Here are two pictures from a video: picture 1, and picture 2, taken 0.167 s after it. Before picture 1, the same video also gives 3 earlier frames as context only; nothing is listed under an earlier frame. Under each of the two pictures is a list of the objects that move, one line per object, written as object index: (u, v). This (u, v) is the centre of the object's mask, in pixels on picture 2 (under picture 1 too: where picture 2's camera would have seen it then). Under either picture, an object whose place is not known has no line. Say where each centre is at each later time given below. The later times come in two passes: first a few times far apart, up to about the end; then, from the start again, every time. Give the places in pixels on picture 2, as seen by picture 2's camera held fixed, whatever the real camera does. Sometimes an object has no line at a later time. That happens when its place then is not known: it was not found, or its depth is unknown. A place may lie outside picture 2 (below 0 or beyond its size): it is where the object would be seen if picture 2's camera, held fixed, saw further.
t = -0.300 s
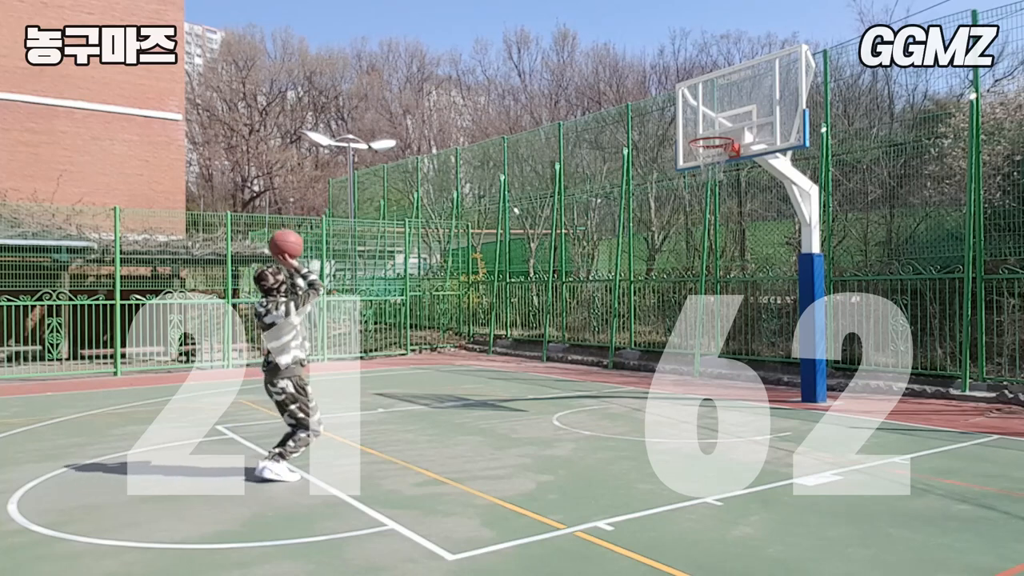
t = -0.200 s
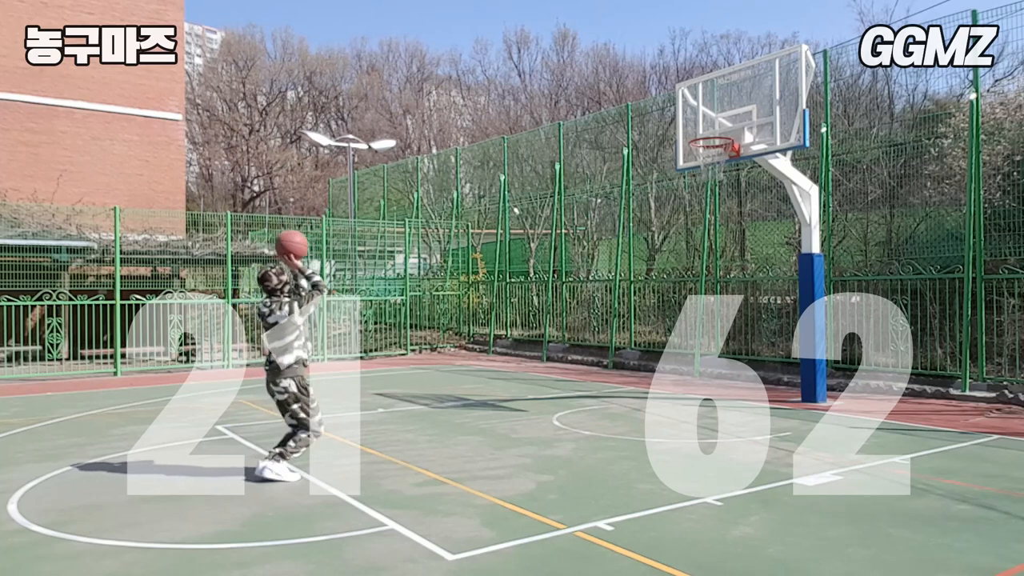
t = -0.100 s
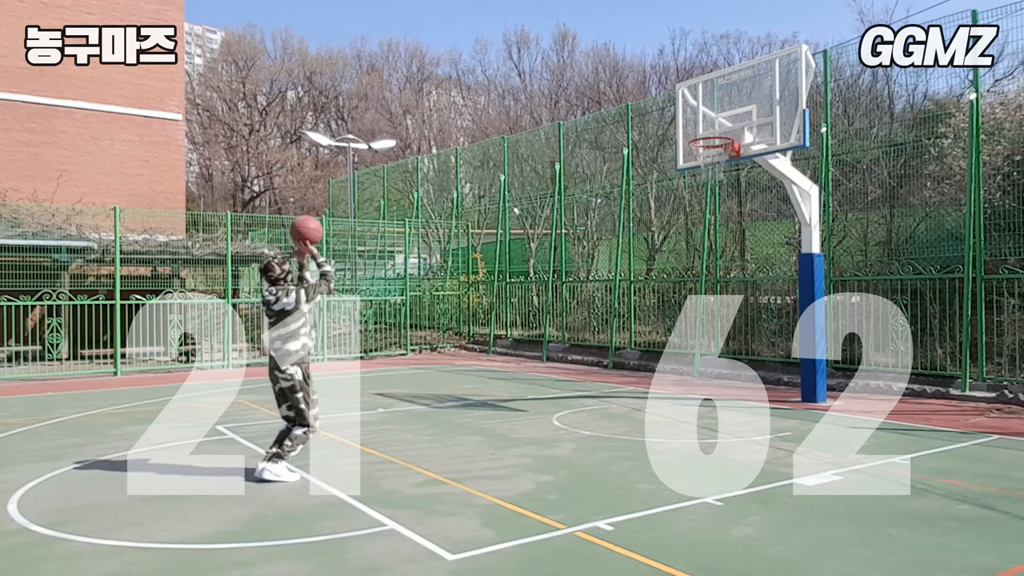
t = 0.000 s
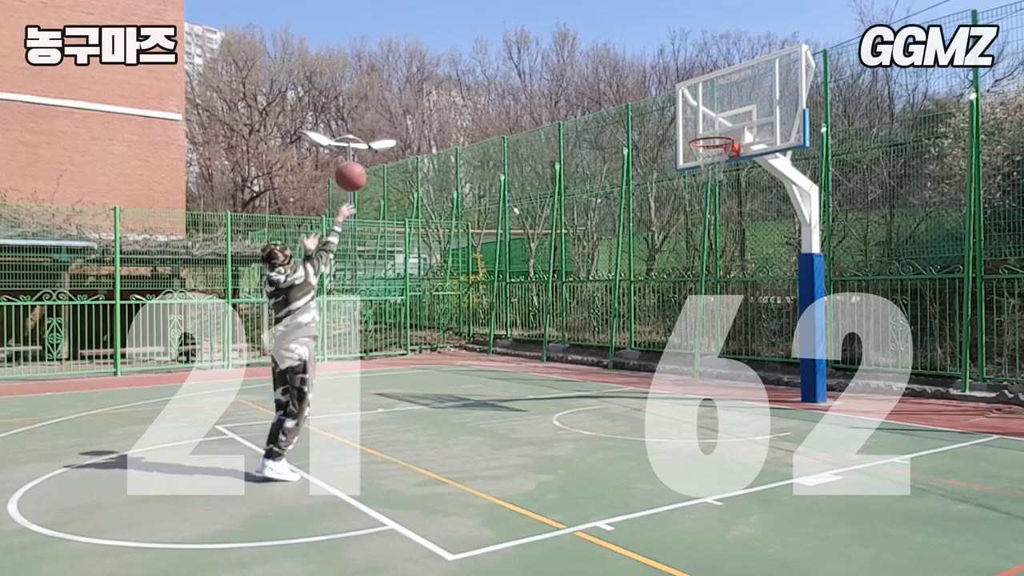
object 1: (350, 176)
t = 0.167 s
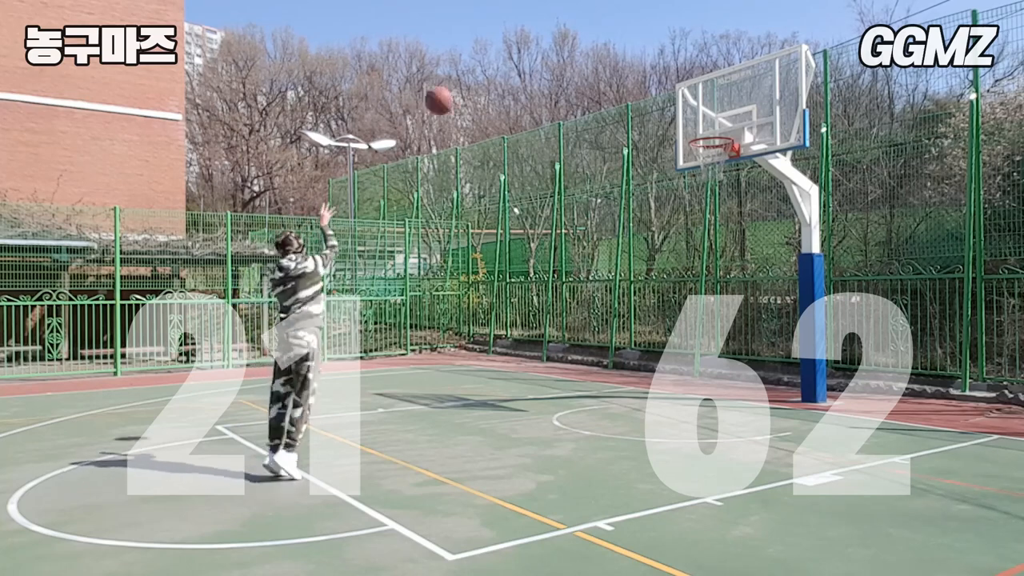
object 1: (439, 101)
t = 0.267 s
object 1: (486, 75)
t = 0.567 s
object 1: (608, 68)
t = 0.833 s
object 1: (696, 129)
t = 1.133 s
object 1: (717, 128)
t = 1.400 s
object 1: (720, 144)
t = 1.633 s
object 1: (708, 189)
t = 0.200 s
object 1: (455, 90)
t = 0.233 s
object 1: (472, 82)
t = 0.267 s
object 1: (486, 75)
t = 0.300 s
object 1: (502, 70)
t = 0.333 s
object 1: (516, 66)
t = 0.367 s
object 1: (530, 63)
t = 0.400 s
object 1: (544, 61)
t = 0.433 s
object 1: (558, 60)
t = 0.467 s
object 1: (571, 61)
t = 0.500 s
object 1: (584, 62)
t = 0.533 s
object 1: (596, 64)
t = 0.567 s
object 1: (608, 68)
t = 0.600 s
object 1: (620, 73)
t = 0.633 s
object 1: (632, 79)
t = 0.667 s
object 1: (643, 85)
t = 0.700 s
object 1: (654, 93)
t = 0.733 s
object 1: (665, 101)
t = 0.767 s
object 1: (676, 110)
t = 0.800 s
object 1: (686, 120)
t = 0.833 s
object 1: (696, 129)
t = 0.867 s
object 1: (700, 126)
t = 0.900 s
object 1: (705, 125)
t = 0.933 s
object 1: (709, 124)
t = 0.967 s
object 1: (713, 125)
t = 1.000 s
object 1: (718, 125)
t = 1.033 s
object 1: (723, 127)
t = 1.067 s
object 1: (725, 129)
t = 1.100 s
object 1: (721, 127)
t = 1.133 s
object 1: (717, 128)
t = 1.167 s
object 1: (713, 128)
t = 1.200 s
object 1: (709, 129)
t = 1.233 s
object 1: (705, 131)
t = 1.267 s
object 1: (699, 133)
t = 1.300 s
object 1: (703, 133)
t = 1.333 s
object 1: (710, 137)
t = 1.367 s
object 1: (715, 141)
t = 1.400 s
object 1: (720, 144)
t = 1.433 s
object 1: (721, 147)
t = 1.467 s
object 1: (719, 151)
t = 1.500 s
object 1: (716, 157)
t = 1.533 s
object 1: (714, 165)
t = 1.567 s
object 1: (712, 171)
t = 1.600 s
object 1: (710, 182)
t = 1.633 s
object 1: (708, 189)
